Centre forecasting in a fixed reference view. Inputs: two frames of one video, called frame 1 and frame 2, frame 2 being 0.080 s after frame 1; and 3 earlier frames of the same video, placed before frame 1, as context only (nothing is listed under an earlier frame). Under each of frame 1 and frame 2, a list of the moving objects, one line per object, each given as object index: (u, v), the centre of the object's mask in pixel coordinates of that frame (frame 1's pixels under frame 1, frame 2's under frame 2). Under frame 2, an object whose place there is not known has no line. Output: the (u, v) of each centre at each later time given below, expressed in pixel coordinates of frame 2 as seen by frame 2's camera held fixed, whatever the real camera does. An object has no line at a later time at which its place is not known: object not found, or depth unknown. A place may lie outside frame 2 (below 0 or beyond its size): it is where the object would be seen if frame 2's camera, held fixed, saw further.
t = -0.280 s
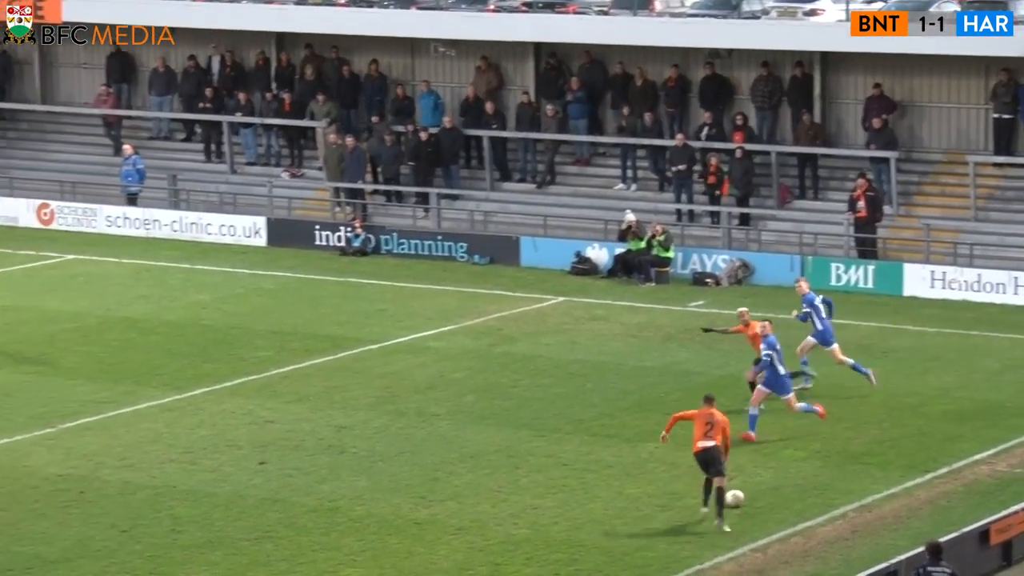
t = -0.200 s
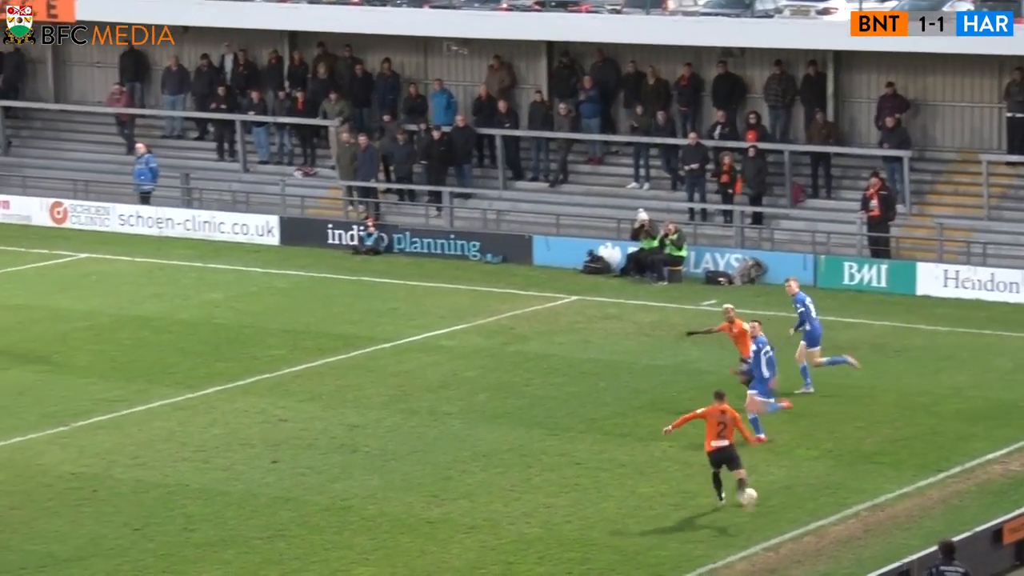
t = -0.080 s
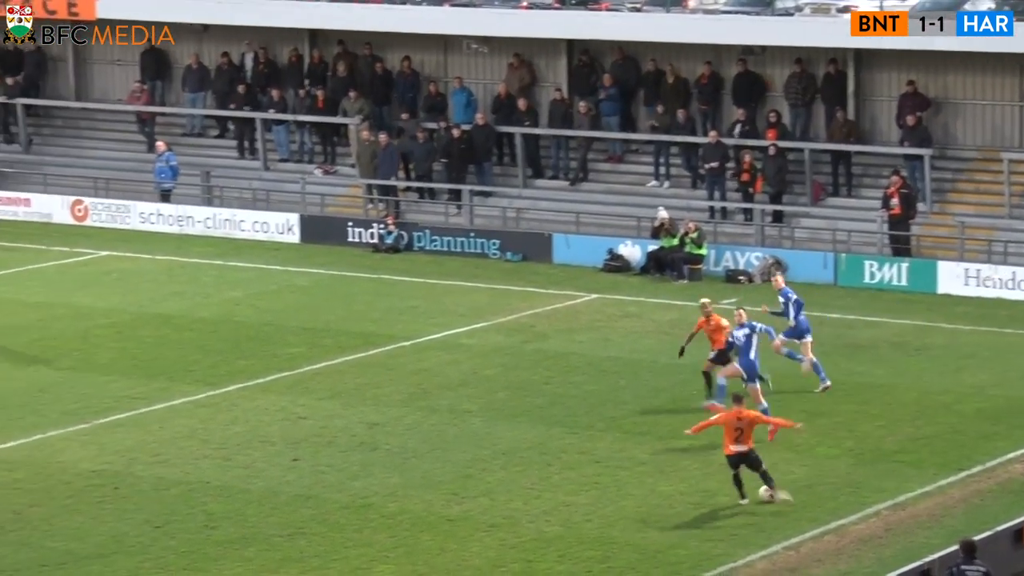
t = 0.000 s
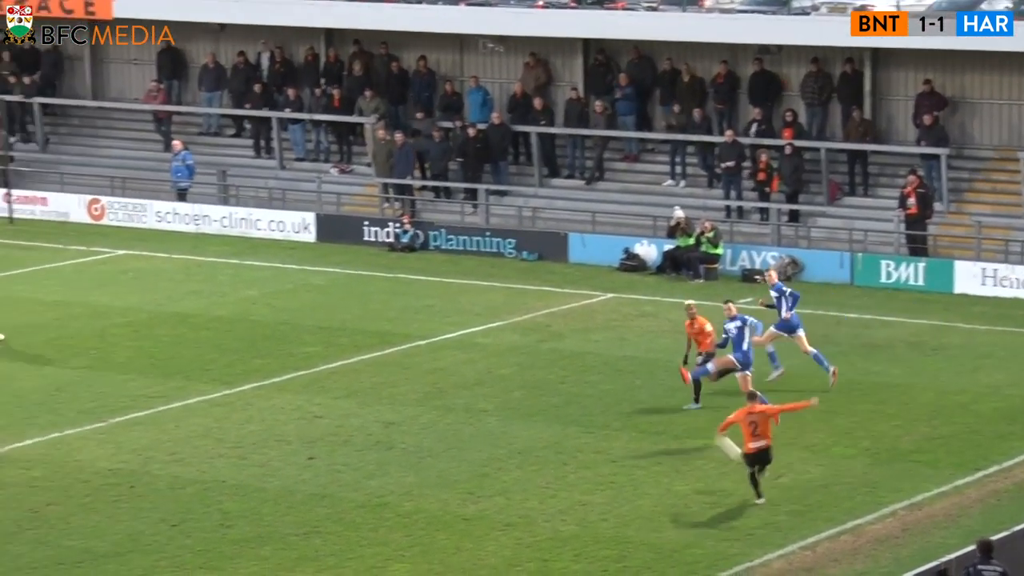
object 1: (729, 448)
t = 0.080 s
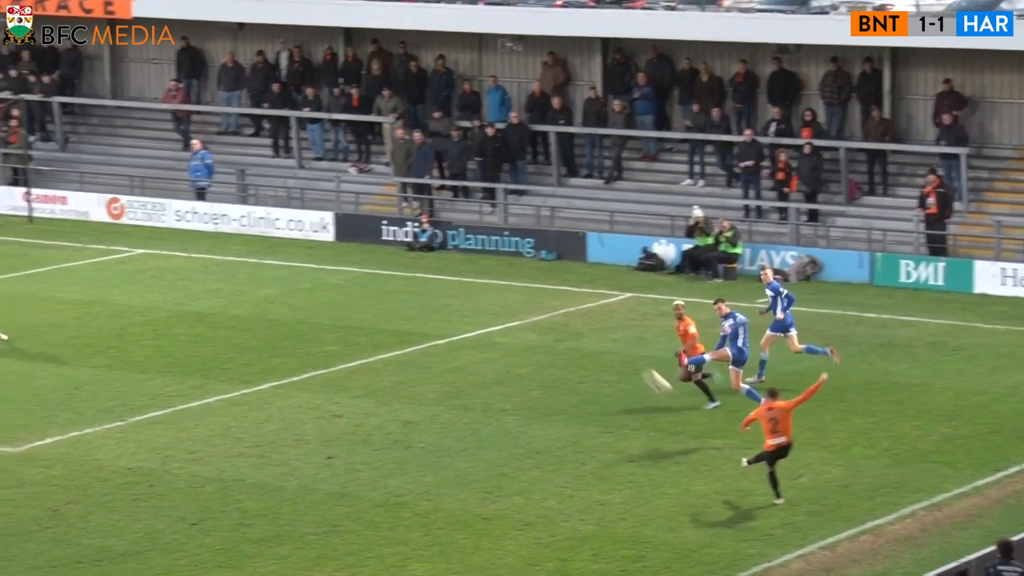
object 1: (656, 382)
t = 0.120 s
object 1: (610, 351)
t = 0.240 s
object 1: (487, 275)
